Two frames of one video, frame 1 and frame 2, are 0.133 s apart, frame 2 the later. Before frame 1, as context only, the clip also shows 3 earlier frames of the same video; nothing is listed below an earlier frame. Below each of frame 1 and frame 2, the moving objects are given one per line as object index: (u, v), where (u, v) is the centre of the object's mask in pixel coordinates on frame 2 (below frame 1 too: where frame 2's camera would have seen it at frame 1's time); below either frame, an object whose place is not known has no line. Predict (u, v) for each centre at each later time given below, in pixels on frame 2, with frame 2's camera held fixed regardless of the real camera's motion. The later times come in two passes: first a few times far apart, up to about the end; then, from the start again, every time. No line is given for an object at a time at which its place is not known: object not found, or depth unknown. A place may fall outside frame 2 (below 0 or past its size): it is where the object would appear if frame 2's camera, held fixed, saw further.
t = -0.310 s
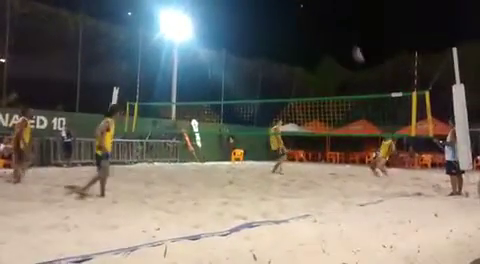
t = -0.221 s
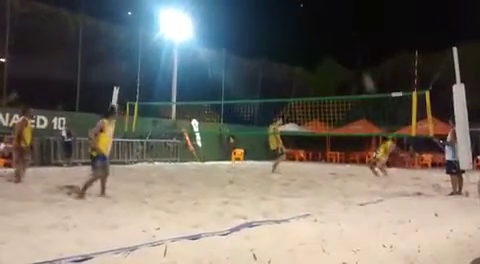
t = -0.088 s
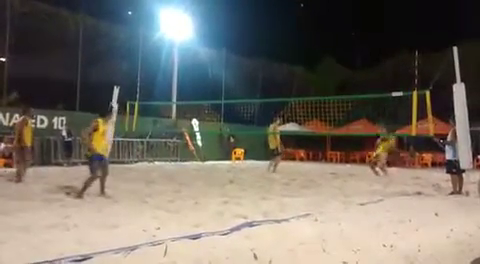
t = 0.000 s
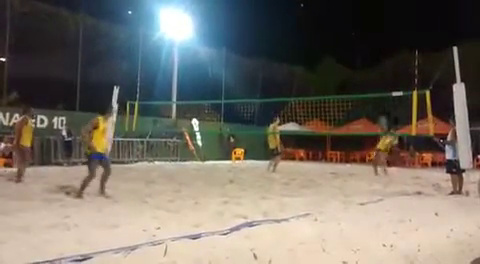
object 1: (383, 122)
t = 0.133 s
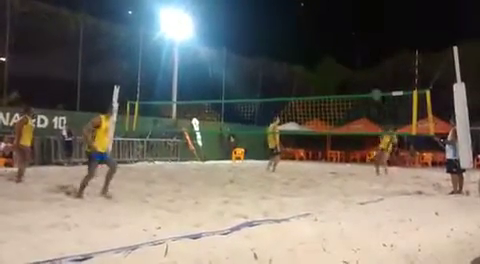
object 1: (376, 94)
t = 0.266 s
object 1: (369, 73)
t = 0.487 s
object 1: (358, 53)
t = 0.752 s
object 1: (344, 55)
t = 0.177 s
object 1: (374, 87)
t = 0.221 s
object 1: (372, 79)
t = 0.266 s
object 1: (369, 73)
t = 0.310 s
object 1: (367, 68)
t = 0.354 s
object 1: (365, 64)
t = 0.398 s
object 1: (362, 59)
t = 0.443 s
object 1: (360, 56)
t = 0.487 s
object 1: (358, 53)
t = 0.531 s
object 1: (356, 52)
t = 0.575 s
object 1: (353, 51)
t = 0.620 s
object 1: (351, 51)
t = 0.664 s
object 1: (348, 51)
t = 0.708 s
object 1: (346, 52)
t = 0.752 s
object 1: (344, 55)
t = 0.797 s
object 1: (341, 57)
